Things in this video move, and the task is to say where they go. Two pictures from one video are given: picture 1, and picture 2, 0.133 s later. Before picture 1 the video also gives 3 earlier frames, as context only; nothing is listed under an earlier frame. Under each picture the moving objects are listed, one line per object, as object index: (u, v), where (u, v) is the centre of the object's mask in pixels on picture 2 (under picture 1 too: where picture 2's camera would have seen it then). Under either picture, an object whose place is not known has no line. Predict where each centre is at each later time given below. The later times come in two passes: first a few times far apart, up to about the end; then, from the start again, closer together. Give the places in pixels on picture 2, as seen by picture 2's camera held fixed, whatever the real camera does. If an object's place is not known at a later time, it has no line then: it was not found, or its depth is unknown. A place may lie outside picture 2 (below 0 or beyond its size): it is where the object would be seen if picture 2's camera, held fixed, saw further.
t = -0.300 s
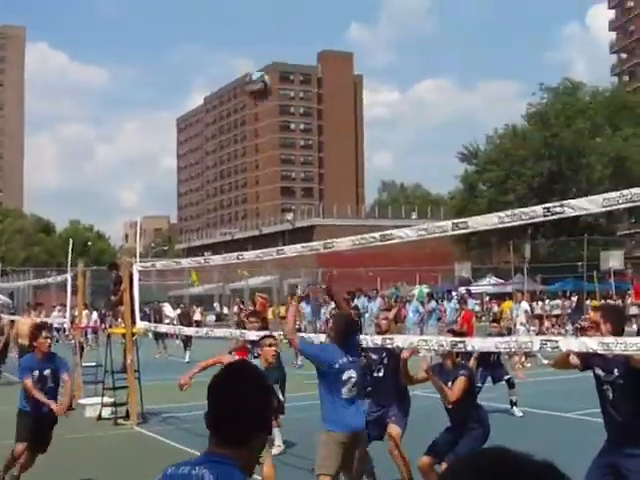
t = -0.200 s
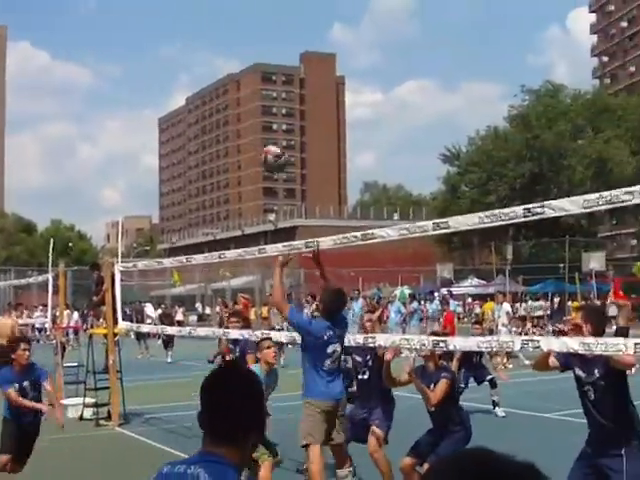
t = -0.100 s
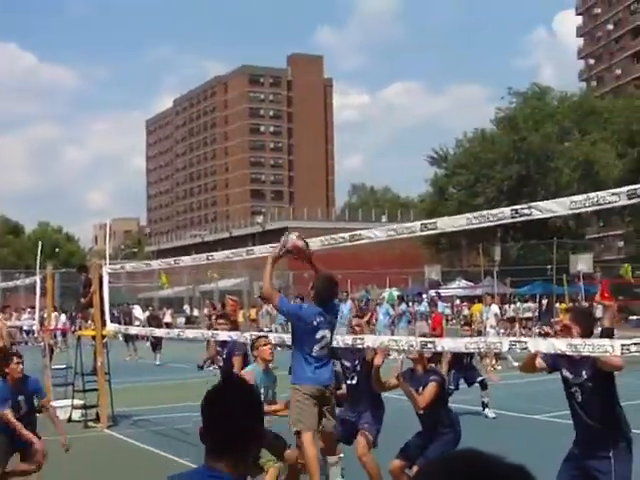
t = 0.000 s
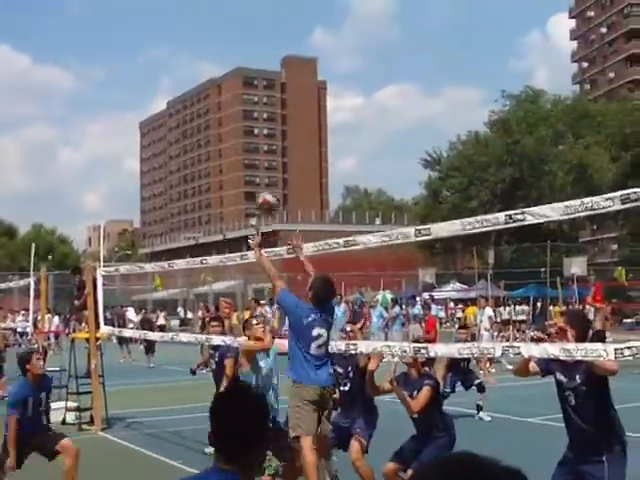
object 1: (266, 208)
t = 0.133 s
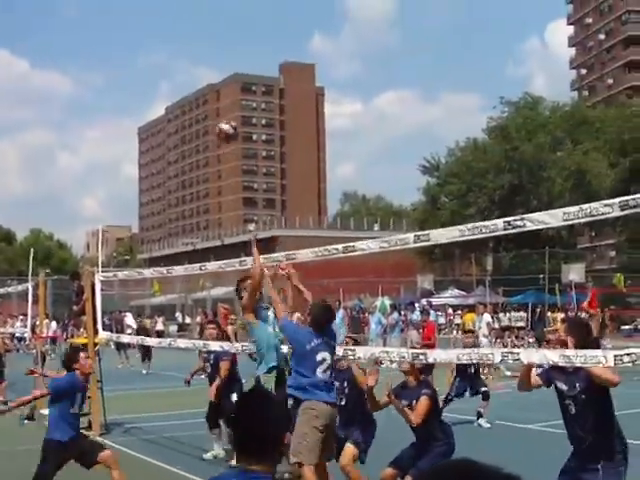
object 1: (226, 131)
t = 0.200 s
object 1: (208, 104)
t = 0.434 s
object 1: (155, 62)
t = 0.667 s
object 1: (119, 74)
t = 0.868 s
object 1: (94, 116)
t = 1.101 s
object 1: (70, 194)
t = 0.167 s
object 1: (218, 117)
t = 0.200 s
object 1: (208, 104)
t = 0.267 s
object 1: (194, 86)
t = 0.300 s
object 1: (185, 79)
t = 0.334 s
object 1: (176, 72)
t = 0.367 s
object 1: (167, 67)
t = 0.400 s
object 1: (164, 64)
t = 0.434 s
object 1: (155, 62)
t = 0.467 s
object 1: (148, 61)
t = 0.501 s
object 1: (142, 61)
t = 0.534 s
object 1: (138, 61)
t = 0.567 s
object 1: (132, 63)
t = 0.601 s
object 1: (126, 65)
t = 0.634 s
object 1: (121, 71)
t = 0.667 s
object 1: (119, 74)
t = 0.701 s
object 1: (113, 79)
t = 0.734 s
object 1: (109, 85)
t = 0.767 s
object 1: (105, 91)
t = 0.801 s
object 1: (101, 99)
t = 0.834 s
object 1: (96, 107)
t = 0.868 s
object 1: (94, 116)
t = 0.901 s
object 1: (90, 125)
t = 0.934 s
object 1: (87, 135)
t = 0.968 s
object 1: (83, 145)
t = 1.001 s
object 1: (80, 157)
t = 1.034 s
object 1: (77, 168)
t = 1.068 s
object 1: (73, 181)
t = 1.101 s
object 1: (70, 194)
